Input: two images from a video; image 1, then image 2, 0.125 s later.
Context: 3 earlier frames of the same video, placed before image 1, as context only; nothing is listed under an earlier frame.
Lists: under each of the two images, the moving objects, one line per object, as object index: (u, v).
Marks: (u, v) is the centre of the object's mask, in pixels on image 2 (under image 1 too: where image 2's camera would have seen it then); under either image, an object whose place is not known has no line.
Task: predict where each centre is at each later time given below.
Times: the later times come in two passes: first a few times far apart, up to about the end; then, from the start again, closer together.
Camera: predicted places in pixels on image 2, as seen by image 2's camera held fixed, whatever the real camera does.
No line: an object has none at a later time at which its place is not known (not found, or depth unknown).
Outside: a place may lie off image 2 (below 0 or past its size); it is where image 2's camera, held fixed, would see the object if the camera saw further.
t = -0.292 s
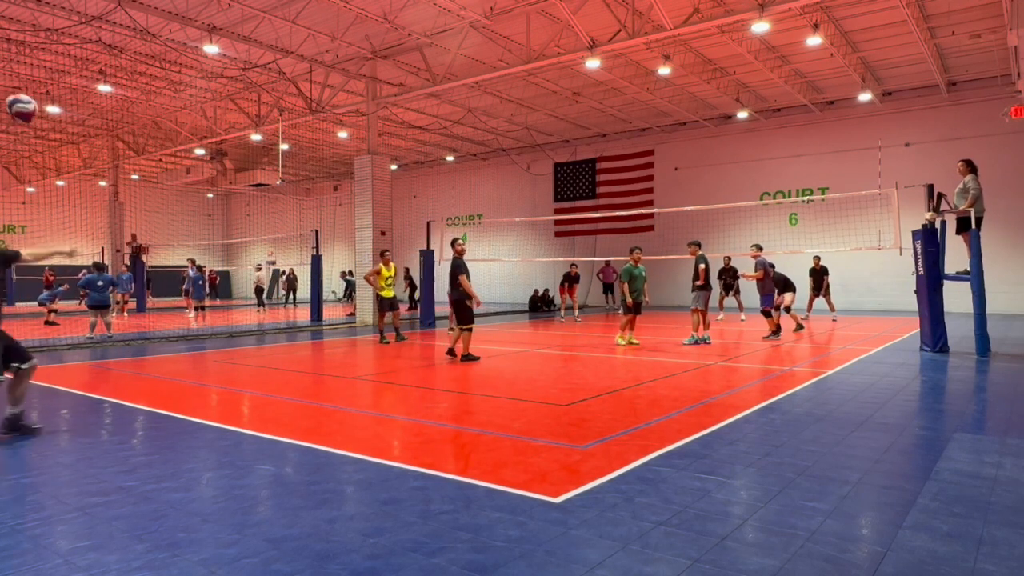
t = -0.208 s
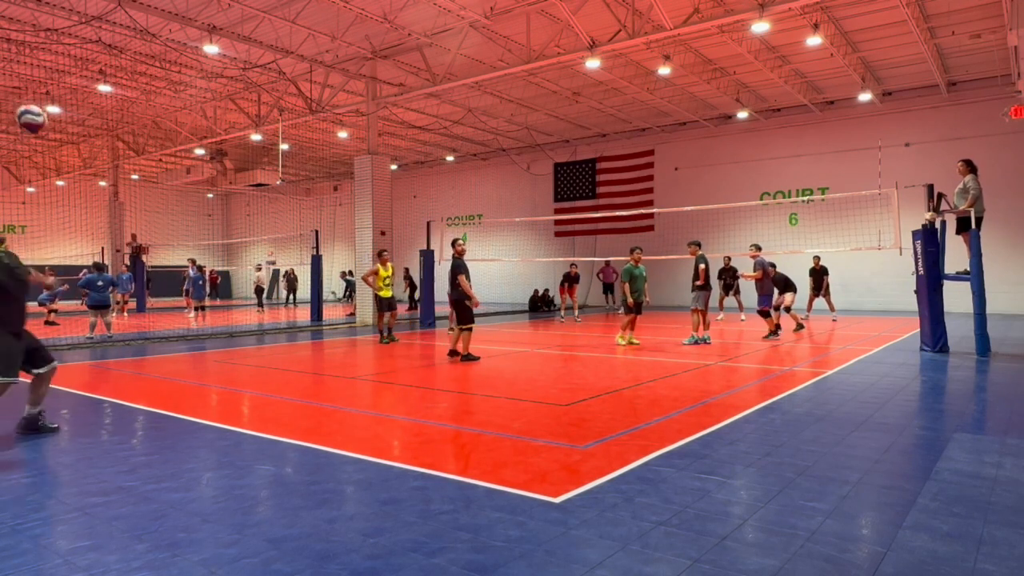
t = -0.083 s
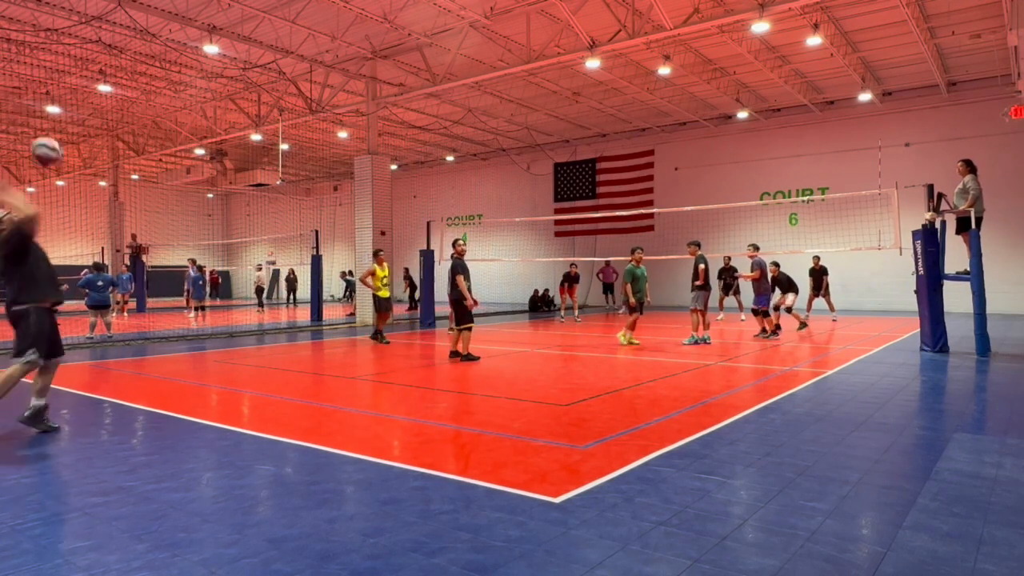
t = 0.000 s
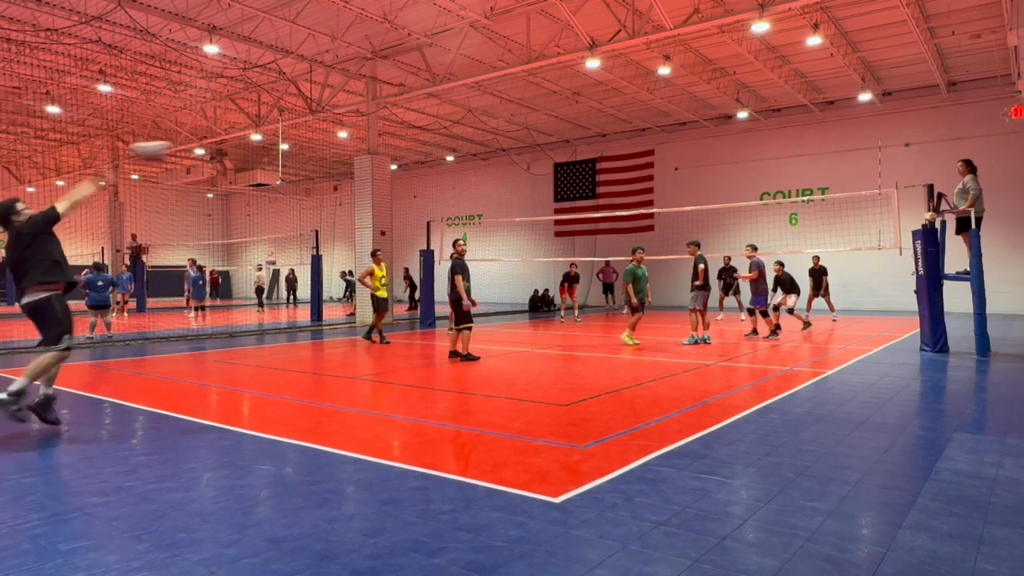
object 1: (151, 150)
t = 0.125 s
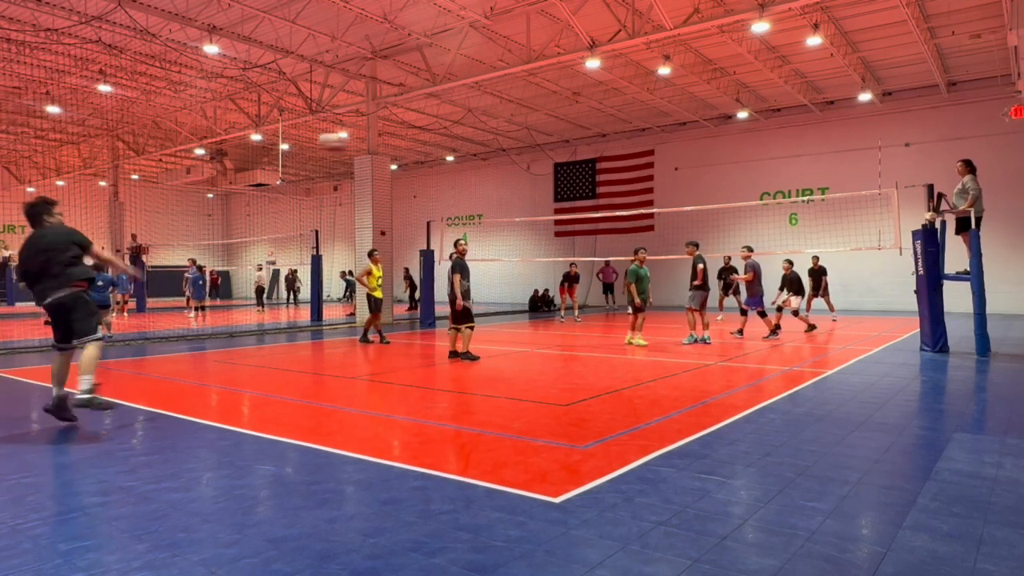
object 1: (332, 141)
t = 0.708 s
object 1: (676, 213)
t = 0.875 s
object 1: (681, 229)
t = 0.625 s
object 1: (659, 201)
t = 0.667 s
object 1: (672, 209)
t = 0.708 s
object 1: (676, 213)
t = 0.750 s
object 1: (678, 216)
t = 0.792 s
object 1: (679, 217)
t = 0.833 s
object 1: (681, 224)
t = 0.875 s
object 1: (681, 229)
